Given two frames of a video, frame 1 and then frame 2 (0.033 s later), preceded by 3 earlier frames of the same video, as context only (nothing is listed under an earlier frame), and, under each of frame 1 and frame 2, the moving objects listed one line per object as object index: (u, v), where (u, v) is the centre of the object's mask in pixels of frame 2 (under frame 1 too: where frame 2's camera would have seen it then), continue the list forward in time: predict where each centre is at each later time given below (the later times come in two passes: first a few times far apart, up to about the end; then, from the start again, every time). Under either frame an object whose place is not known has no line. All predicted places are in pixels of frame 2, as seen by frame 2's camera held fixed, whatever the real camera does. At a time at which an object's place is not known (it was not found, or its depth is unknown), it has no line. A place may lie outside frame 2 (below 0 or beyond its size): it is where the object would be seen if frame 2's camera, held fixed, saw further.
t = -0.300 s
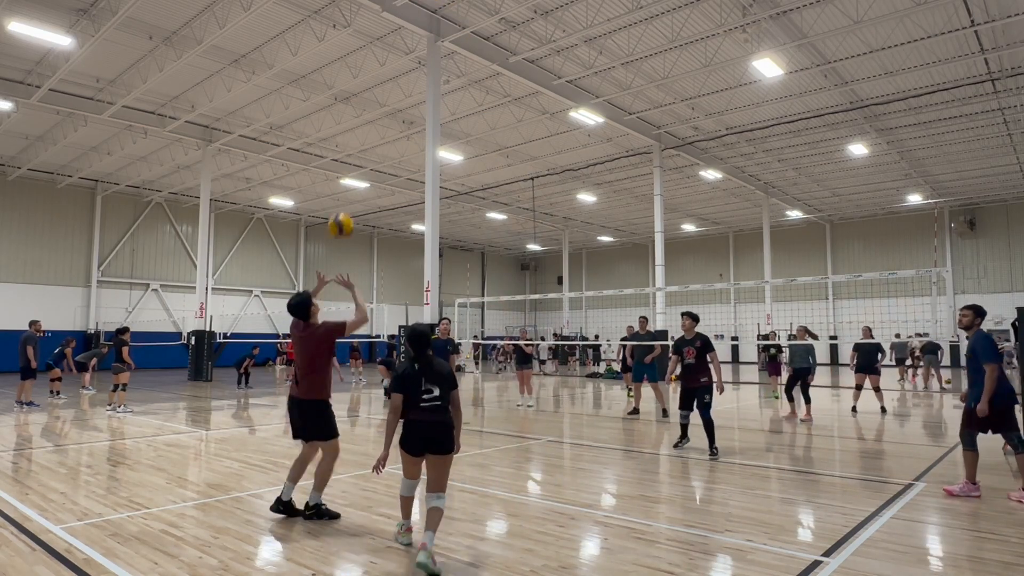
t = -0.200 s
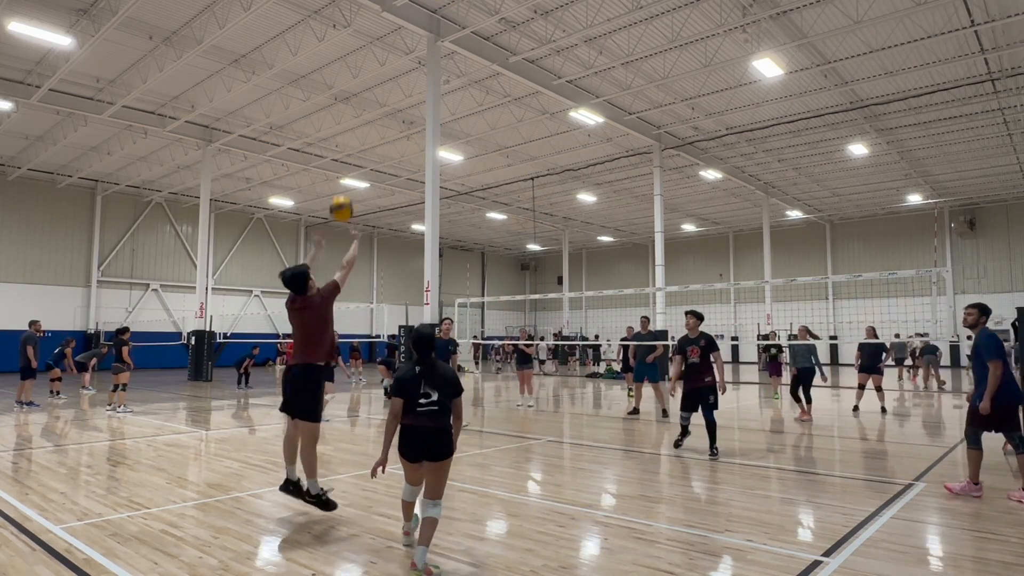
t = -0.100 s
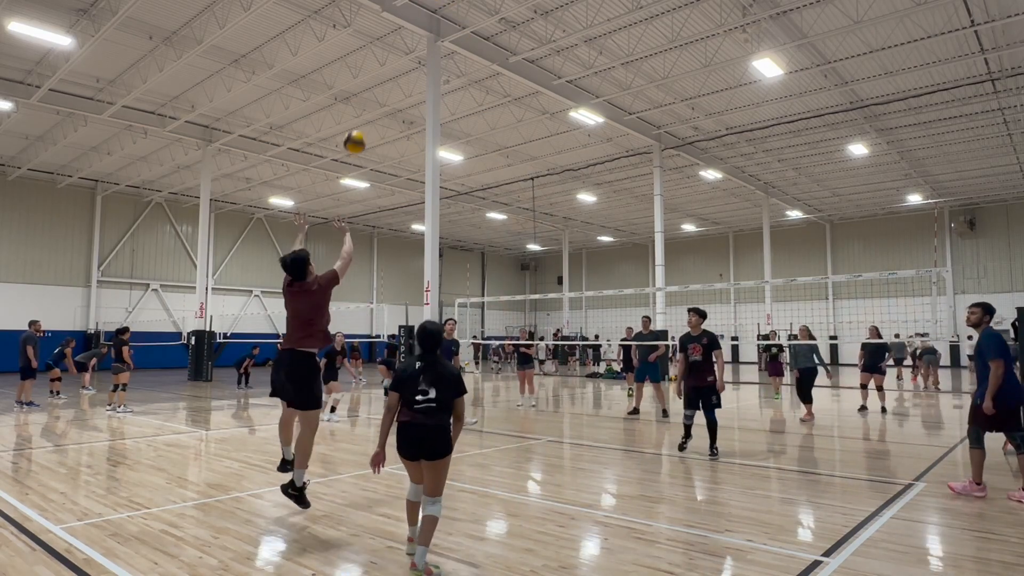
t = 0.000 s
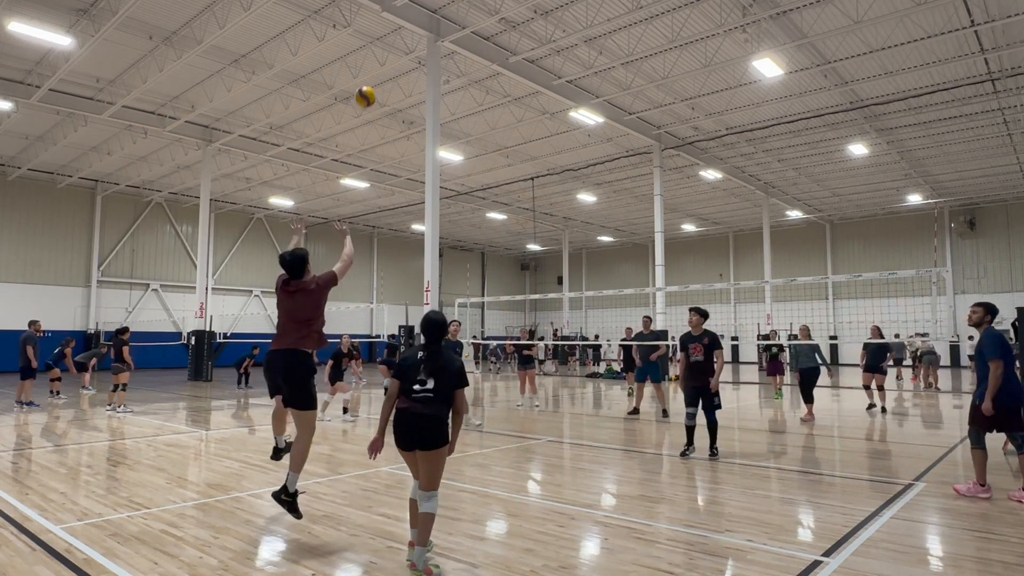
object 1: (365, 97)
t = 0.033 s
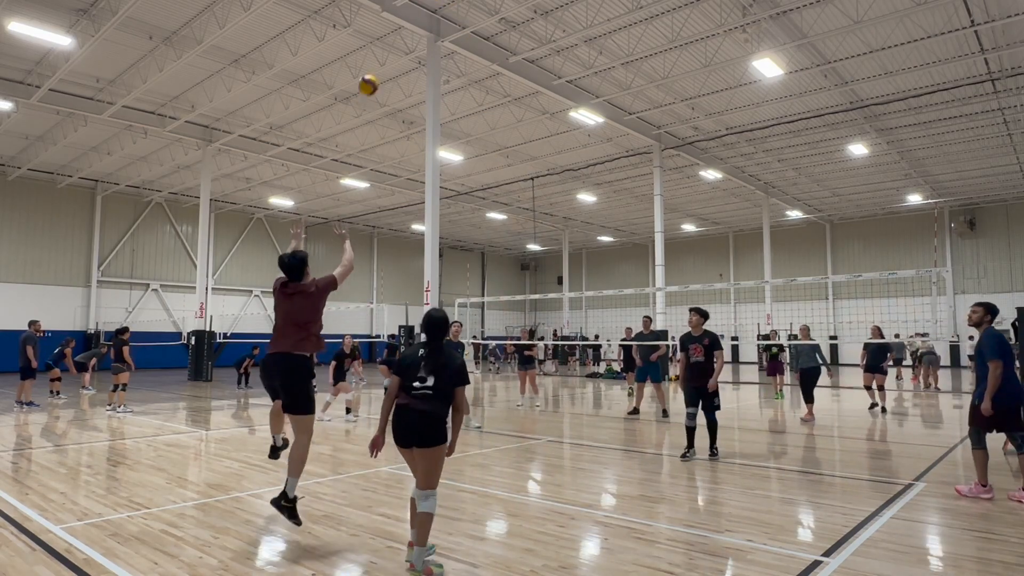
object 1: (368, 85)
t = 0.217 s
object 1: (382, 48)
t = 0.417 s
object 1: (391, 43)
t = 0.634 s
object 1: (398, 68)
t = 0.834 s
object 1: (403, 113)
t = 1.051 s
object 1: (407, 178)
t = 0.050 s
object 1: (369, 80)
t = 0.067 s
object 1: (371, 76)
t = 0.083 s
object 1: (372, 71)
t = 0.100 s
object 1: (374, 67)
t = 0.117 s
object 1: (375, 64)
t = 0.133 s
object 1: (376, 60)
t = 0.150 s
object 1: (377, 57)
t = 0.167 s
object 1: (379, 54)
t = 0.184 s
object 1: (380, 52)
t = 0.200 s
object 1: (381, 50)
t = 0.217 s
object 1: (382, 48)
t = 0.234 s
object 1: (383, 46)
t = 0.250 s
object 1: (384, 45)
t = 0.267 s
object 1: (385, 43)
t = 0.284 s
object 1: (385, 43)
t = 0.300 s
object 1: (386, 42)
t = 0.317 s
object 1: (387, 42)
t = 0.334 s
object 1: (388, 41)
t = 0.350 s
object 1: (388, 41)
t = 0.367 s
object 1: (389, 42)
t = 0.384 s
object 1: (390, 42)
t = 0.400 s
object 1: (391, 43)
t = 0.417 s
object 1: (391, 43)
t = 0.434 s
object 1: (392, 44)
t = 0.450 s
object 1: (392, 45)
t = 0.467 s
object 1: (393, 47)
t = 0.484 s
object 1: (393, 48)
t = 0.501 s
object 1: (394, 50)
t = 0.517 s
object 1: (394, 51)
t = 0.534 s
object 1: (395, 54)
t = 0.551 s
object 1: (395, 56)
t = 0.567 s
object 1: (396, 58)
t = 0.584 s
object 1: (396, 60)
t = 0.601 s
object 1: (396, 63)
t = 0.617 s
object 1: (397, 66)
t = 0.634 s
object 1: (398, 68)
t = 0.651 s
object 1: (398, 71)
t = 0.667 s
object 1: (399, 74)
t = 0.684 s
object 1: (399, 78)
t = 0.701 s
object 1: (399, 81)
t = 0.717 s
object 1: (400, 85)
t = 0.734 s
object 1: (401, 89)
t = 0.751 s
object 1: (401, 93)
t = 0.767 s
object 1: (402, 96)
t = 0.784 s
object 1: (402, 101)
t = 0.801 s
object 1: (402, 105)
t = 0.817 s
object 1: (403, 109)
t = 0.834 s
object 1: (403, 113)
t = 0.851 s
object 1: (403, 117)
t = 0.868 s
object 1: (403, 122)
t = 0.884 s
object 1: (404, 127)
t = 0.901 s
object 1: (404, 131)
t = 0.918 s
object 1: (405, 136)
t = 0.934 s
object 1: (405, 140)
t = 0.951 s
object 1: (405, 145)
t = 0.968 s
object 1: (405, 151)
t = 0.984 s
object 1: (406, 156)
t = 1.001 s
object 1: (406, 161)
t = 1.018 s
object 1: (406, 167)
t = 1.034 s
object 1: (407, 172)
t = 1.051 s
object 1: (407, 178)
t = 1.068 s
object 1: (408, 183)
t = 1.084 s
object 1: (408, 188)
